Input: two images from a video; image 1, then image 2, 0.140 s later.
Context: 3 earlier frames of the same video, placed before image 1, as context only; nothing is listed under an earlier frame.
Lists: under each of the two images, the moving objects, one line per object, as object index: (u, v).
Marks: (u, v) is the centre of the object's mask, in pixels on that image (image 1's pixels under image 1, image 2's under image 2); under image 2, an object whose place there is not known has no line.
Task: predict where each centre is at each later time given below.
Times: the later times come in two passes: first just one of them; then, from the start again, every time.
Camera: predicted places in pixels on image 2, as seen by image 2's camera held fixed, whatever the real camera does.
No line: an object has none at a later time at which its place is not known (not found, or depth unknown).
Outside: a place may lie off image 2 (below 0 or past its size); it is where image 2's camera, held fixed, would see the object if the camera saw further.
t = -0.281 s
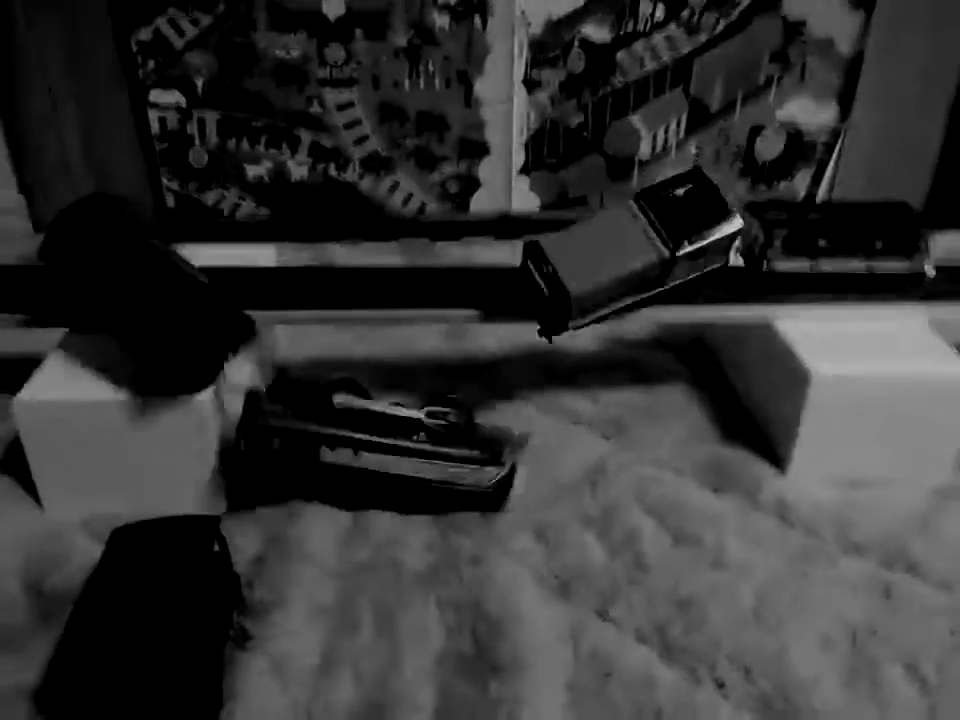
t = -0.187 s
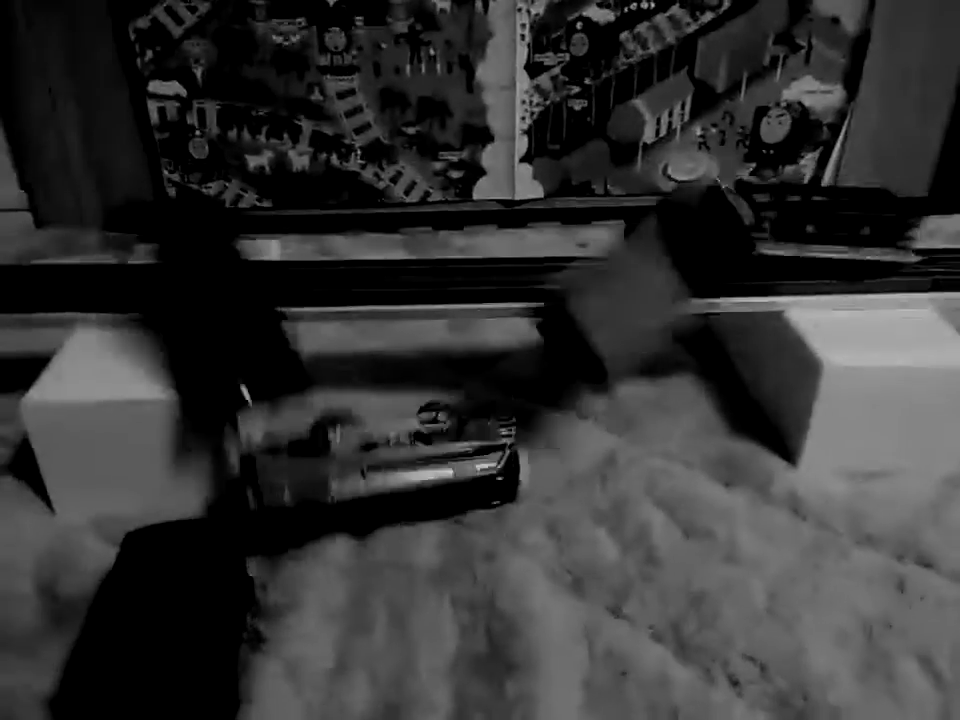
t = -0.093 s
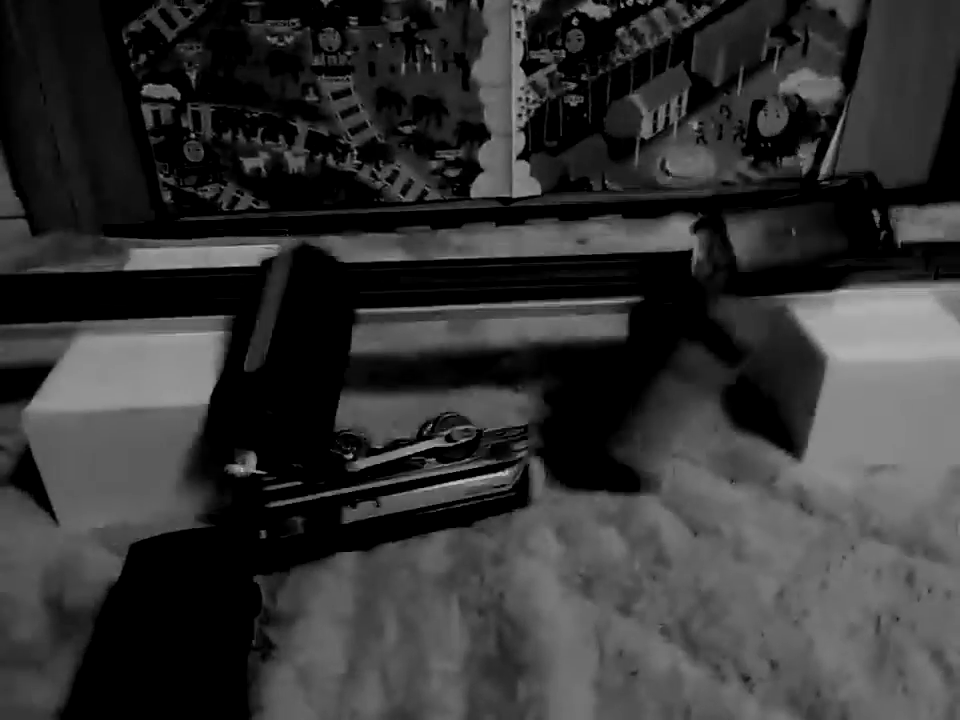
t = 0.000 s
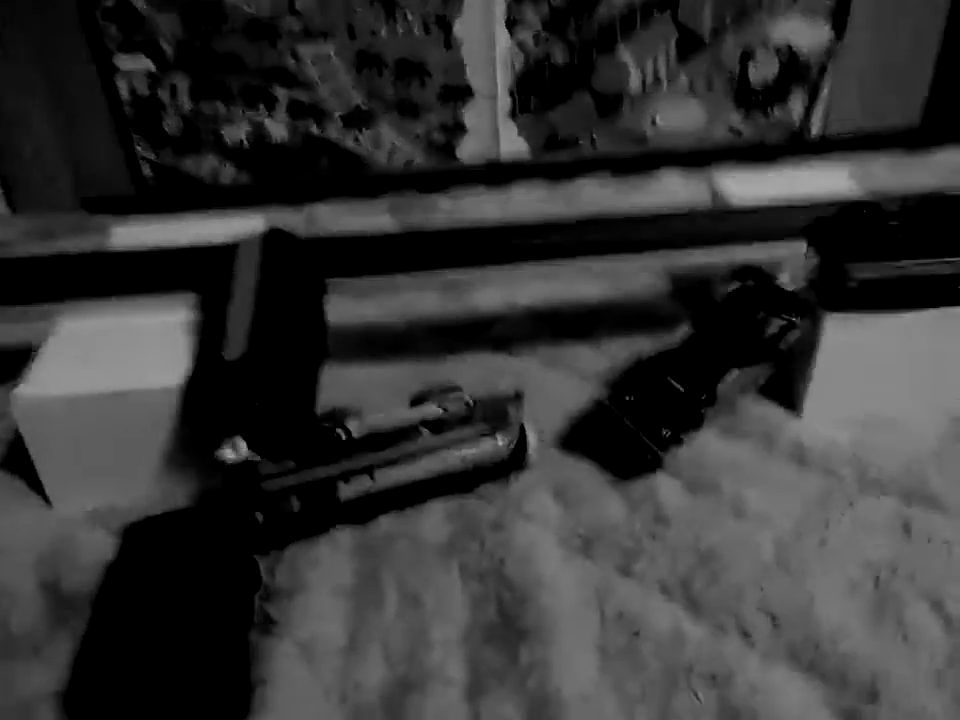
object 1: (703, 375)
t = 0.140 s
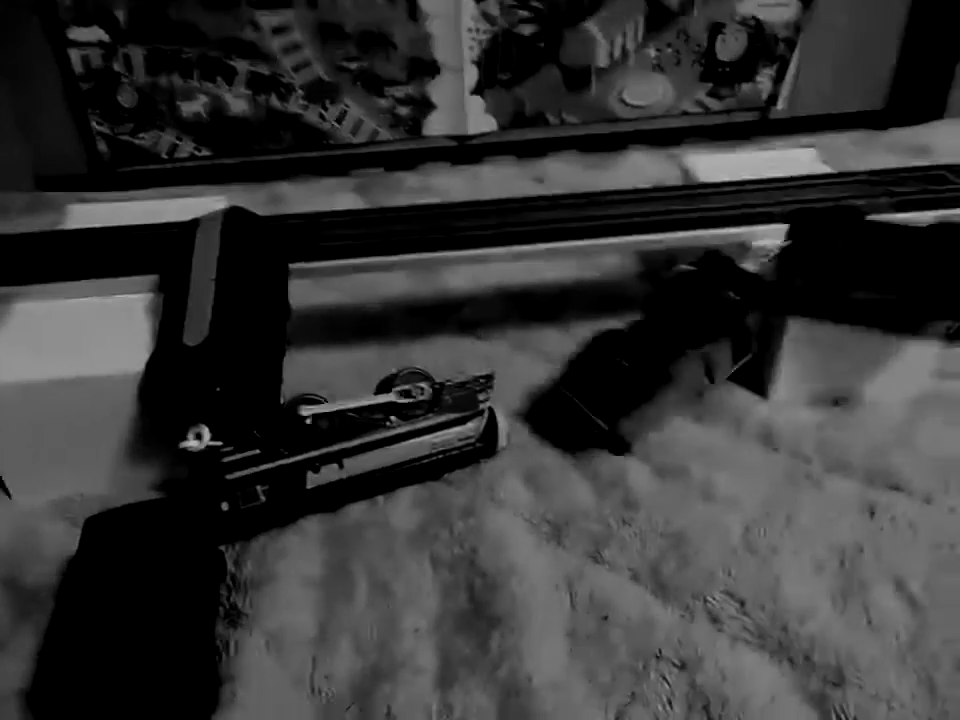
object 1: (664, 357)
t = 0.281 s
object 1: (650, 362)
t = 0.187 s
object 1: (653, 356)
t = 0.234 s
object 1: (647, 359)
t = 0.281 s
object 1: (650, 362)
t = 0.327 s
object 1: (655, 369)
